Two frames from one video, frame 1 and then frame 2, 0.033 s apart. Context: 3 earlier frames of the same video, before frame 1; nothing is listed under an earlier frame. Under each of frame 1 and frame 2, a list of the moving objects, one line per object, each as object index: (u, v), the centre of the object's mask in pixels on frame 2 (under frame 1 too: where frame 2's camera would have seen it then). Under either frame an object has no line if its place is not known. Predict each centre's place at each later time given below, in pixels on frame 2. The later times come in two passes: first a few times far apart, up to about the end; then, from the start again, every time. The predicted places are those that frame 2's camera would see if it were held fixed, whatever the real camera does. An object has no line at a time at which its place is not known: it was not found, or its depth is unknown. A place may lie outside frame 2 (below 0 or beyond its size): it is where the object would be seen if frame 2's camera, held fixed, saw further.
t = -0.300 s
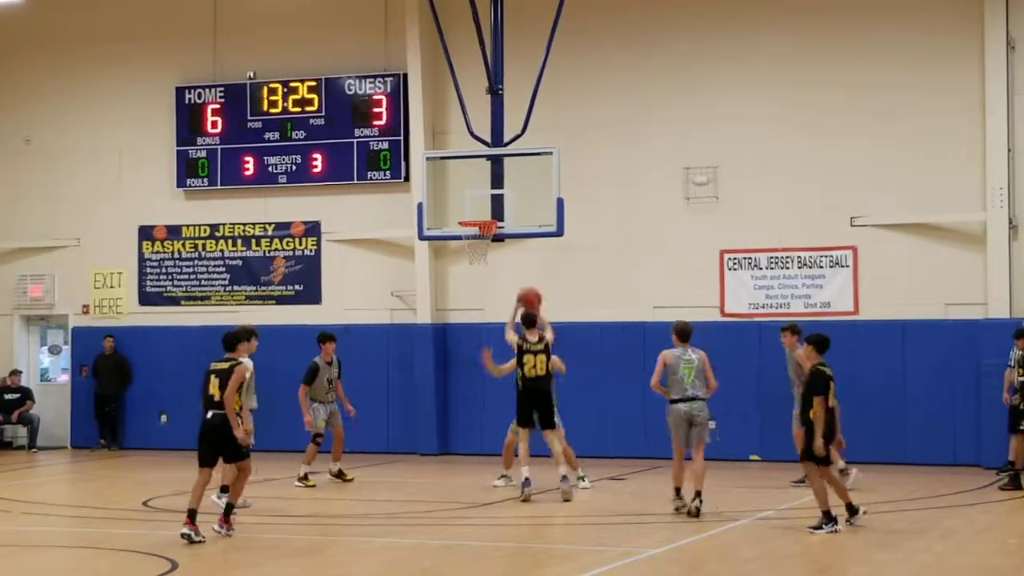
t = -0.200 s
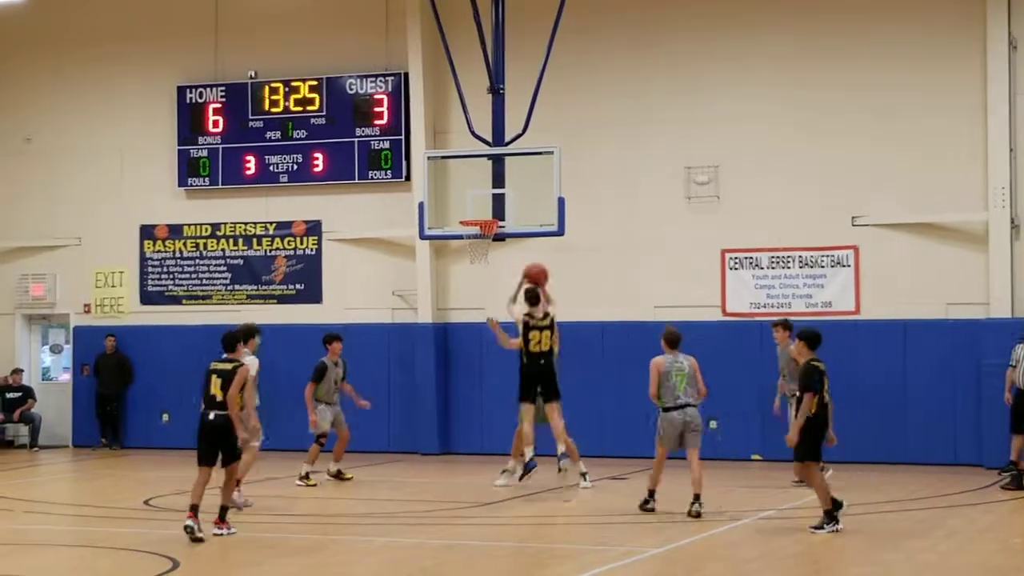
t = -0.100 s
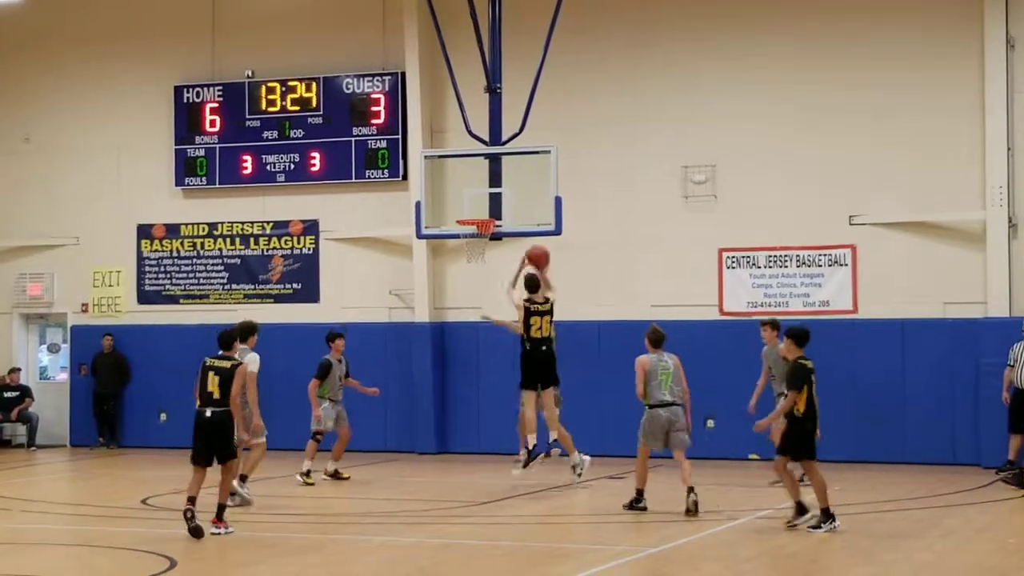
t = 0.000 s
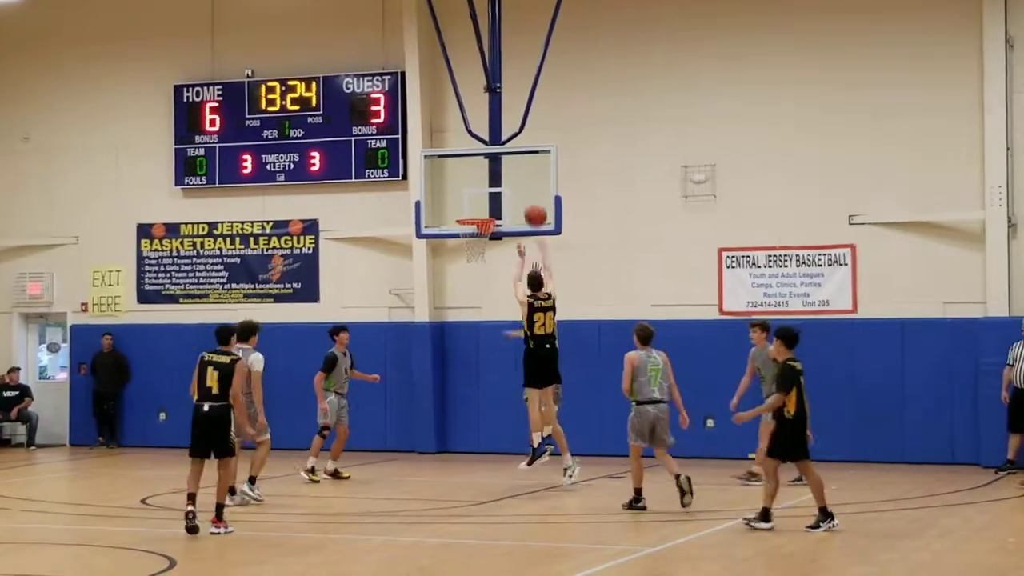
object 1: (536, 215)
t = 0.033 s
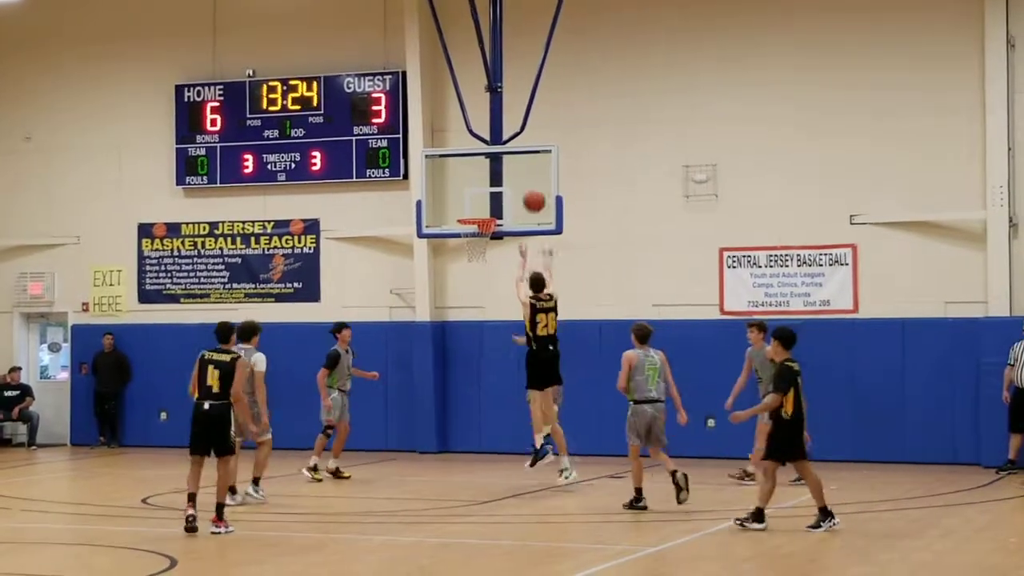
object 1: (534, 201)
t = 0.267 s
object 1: (519, 137)
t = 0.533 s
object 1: (503, 128)
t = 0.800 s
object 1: (489, 176)
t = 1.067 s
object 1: (478, 240)
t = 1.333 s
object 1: (467, 276)
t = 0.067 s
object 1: (531, 189)
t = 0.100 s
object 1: (529, 177)
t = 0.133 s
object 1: (527, 166)
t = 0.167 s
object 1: (524, 158)
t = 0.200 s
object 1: (523, 150)
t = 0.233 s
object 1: (520, 143)
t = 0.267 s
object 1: (519, 137)
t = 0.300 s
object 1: (517, 132)
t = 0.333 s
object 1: (515, 129)
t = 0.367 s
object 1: (512, 126)
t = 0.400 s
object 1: (511, 125)
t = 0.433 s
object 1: (509, 124)
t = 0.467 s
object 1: (507, 125)
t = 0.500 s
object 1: (505, 126)
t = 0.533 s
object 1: (503, 128)
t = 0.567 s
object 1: (501, 131)
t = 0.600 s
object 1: (500, 135)
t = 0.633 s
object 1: (498, 139)
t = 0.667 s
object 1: (496, 145)
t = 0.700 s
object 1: (495, 152)
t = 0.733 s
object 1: (492, 160)
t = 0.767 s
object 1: (491, 167)
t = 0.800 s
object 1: (489, 176)
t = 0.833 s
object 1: (487, 186)
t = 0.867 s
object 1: (485, 197)
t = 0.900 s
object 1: (485, 208)
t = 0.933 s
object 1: (482, 218)
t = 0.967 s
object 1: (479, 232)
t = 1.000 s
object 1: (480, 238)
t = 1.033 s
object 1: (479, 241)
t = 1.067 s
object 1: (478, 240)
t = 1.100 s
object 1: (477, 241)
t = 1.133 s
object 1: (475, 243)
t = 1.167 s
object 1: (474, 248)
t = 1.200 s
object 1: (472, 250)
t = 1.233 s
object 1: (471, 256)
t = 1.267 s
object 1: (469, 261)
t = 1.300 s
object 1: (468, 268)
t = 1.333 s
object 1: (467, 276)
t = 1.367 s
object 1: (465, 284)
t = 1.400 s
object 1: (464, 293)
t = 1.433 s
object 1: (463, 303)
